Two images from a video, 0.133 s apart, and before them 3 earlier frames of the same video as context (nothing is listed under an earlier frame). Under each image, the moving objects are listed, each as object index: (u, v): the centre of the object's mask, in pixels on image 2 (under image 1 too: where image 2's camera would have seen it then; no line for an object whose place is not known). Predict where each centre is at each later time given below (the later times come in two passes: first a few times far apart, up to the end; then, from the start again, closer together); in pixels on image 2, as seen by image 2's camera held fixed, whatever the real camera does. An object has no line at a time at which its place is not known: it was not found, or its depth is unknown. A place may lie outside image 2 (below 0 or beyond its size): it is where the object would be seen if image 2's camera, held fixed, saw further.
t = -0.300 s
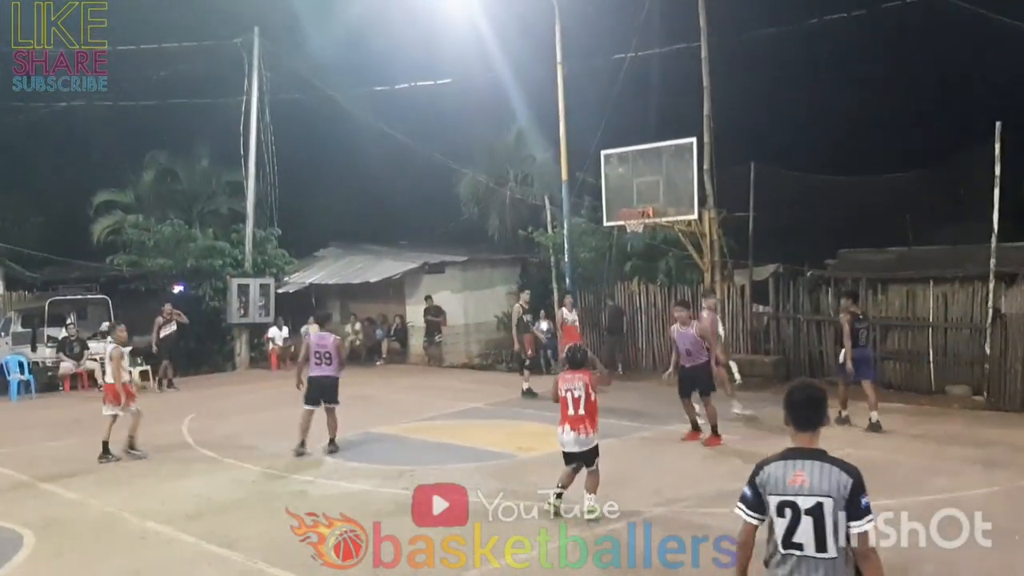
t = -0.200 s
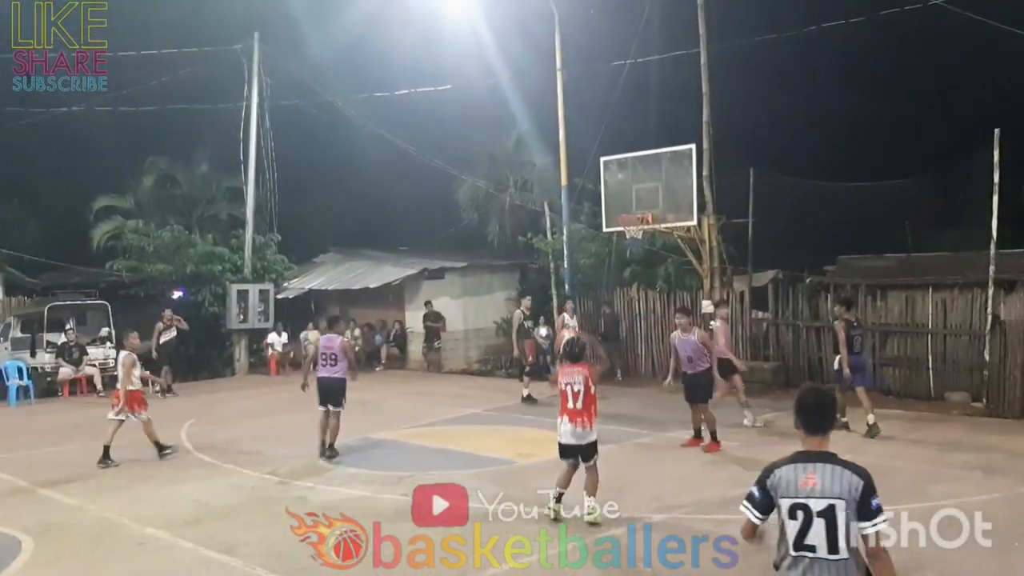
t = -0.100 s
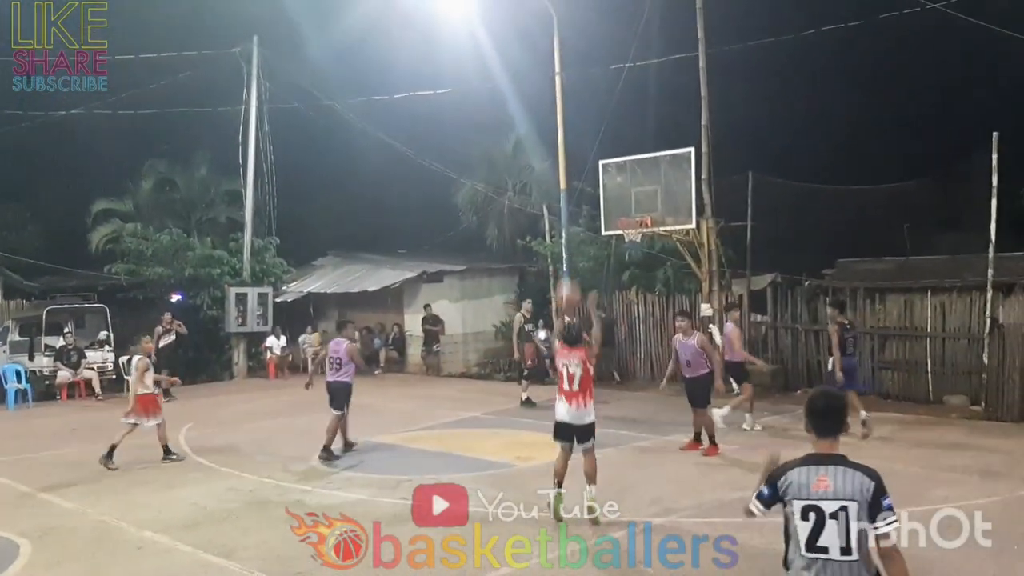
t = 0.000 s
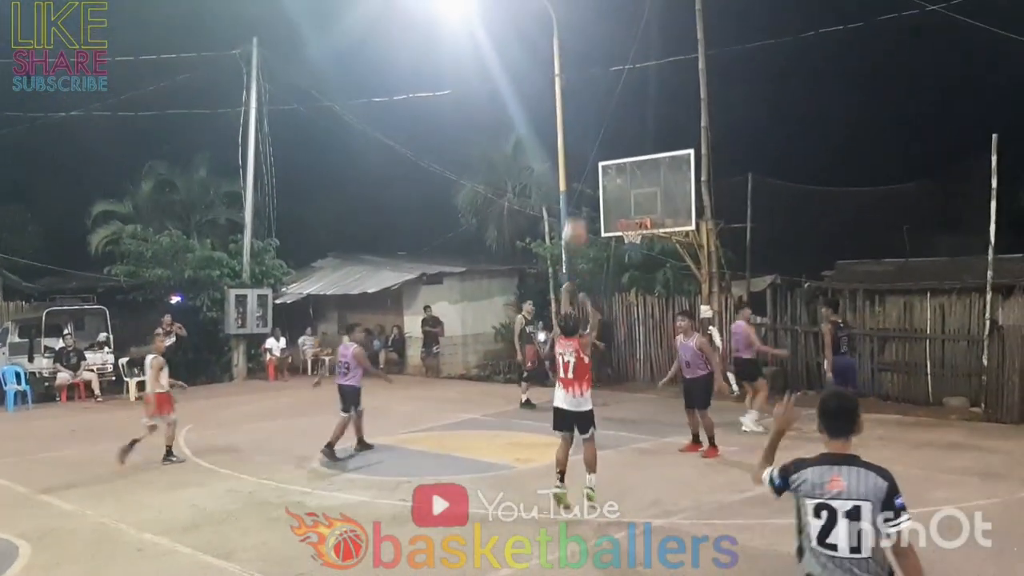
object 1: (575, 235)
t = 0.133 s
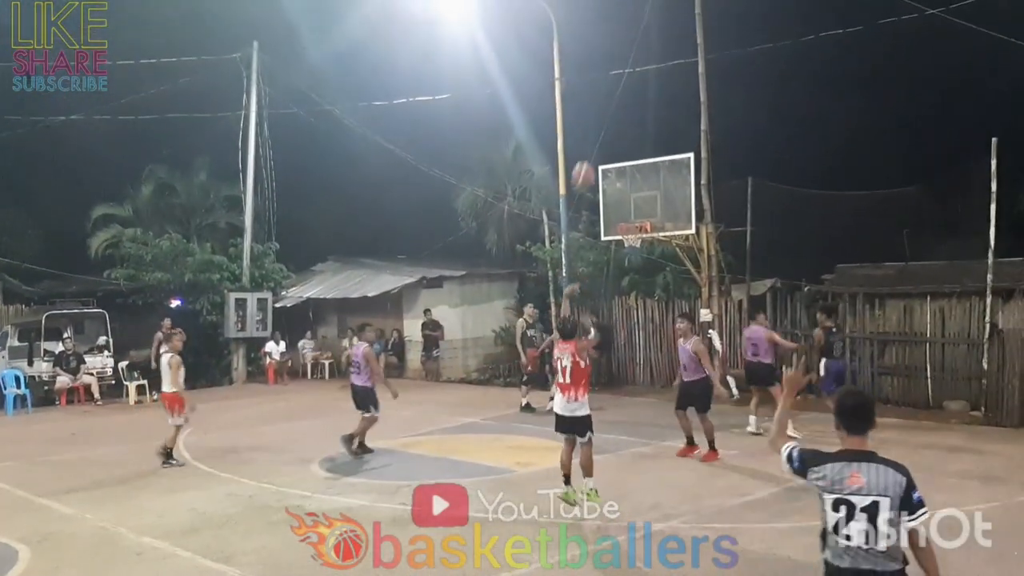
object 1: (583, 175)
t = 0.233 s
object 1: (590, 145)
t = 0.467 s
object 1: (604, 116)
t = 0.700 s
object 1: (617, 131)
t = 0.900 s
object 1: (627, 168)
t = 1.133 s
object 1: (631, 230)
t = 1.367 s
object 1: (624, 232)
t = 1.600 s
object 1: (638, 255)
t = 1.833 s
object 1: (649, 290)
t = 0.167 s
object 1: (586, 163)
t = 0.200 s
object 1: (588, 153)
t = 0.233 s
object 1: (590, 145)
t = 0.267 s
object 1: (592, 138)
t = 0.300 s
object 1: (594, 132)
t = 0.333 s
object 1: (596, 127)
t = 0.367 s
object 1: (598, 123)
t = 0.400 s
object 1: (600, 119)
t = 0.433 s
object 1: (602, 117)
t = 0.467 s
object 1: (604, 116)
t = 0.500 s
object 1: (606, 116)
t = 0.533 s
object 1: (608, 116)
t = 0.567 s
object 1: (610, 117)
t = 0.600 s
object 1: (611, 120)
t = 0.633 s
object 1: (613, 123)
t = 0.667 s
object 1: (615, 126)
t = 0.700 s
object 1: (617, 131)
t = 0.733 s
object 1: (618, 136)
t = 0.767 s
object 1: (620, 141)
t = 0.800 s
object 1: (622, 147)
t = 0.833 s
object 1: (623, 153)
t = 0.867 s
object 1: (625, 159)
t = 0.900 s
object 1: (627, 168)
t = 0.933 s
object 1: (628, 176)
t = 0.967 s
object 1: (630, 186)
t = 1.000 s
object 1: (631, 196)
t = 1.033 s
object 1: (632, 205)
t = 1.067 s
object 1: (634, 213)
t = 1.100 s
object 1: (635, 219)
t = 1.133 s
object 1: (631, 230)
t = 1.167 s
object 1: (625, 240)
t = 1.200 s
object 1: (625, 241)
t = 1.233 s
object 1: (621, 238)
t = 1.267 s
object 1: (620, 236)
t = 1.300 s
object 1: (620, 233)
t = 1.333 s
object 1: (622, 232)
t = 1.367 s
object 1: (624, 232)
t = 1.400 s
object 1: (624, 234)
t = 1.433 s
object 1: (626, 235)
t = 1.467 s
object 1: (628, 237)
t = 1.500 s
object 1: (630, 242)
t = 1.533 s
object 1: (632, 243)
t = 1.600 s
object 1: (638, 255)
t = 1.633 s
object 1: (638, 257)
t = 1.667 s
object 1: (638, 259)
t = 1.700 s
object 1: (641, 264)
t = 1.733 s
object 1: (643, 269)
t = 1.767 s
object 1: (644, 275)
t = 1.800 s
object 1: (647, 282)
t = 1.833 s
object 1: (649, 290)
